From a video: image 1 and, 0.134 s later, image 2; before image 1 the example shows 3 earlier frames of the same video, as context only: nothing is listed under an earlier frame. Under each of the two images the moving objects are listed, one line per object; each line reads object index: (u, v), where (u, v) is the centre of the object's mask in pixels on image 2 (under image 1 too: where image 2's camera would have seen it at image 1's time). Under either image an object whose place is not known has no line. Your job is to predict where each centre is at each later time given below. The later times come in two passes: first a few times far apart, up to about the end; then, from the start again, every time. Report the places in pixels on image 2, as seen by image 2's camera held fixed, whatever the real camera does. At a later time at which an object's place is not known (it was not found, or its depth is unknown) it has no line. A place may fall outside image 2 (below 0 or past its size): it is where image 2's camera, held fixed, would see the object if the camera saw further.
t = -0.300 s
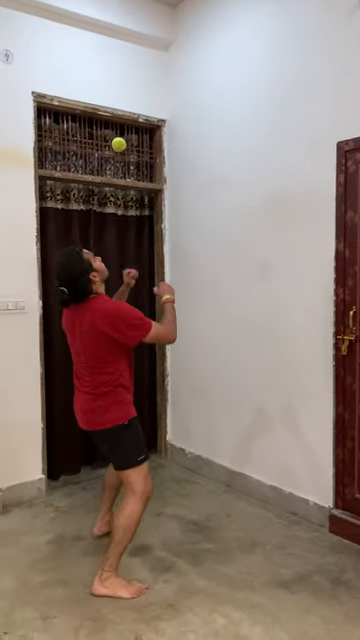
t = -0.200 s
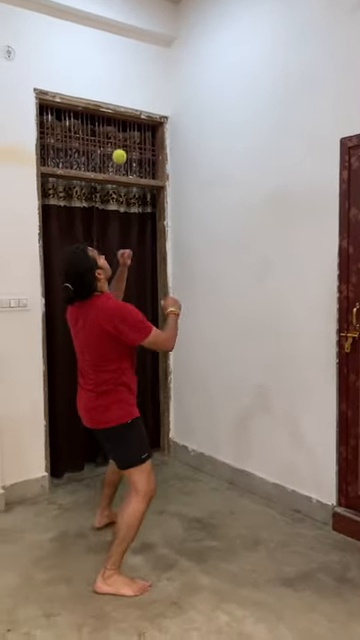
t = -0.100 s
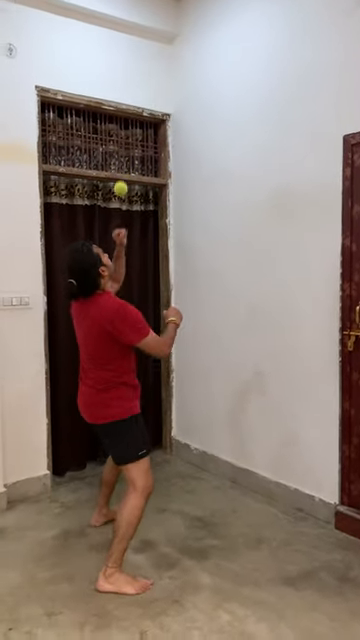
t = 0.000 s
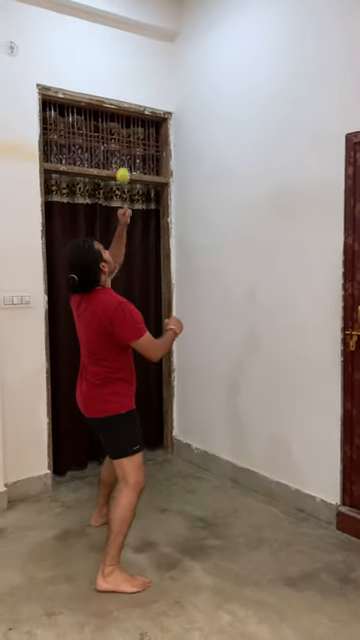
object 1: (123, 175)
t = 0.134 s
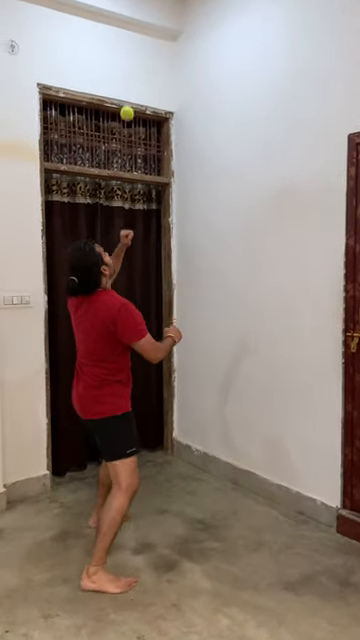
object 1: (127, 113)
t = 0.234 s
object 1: (130, 90)
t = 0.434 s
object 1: (137, 100)
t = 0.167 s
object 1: (128, 103)
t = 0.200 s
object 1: (129, 95)
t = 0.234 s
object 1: (130, 90)
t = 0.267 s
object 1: (131, 87)
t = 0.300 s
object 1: (132, 85)
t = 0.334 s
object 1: (133, 86)
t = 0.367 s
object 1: (135, 89)
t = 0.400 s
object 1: (136, 94)
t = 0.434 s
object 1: (137, 100)
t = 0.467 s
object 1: (138, 109)
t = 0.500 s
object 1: (139, 119)
